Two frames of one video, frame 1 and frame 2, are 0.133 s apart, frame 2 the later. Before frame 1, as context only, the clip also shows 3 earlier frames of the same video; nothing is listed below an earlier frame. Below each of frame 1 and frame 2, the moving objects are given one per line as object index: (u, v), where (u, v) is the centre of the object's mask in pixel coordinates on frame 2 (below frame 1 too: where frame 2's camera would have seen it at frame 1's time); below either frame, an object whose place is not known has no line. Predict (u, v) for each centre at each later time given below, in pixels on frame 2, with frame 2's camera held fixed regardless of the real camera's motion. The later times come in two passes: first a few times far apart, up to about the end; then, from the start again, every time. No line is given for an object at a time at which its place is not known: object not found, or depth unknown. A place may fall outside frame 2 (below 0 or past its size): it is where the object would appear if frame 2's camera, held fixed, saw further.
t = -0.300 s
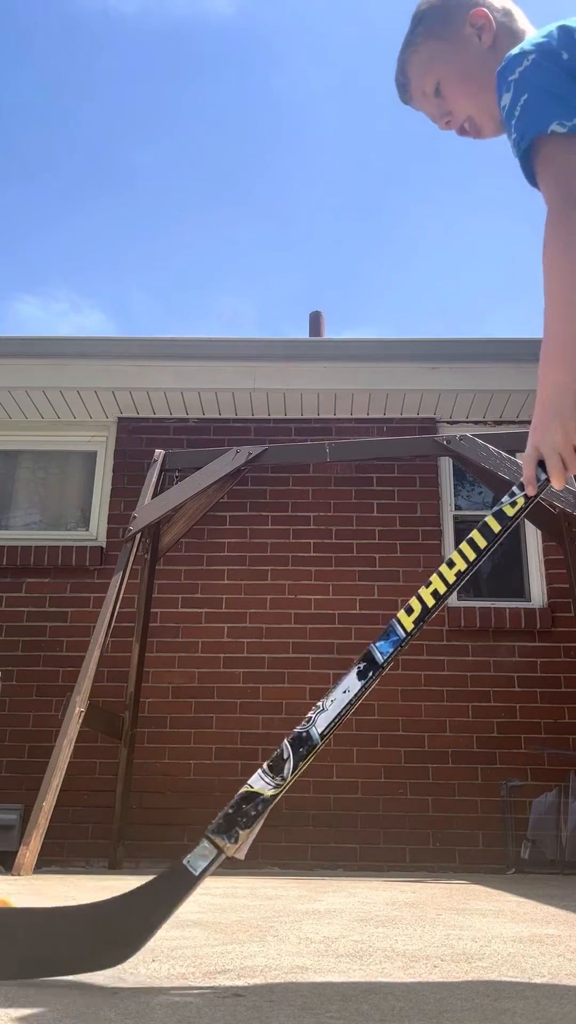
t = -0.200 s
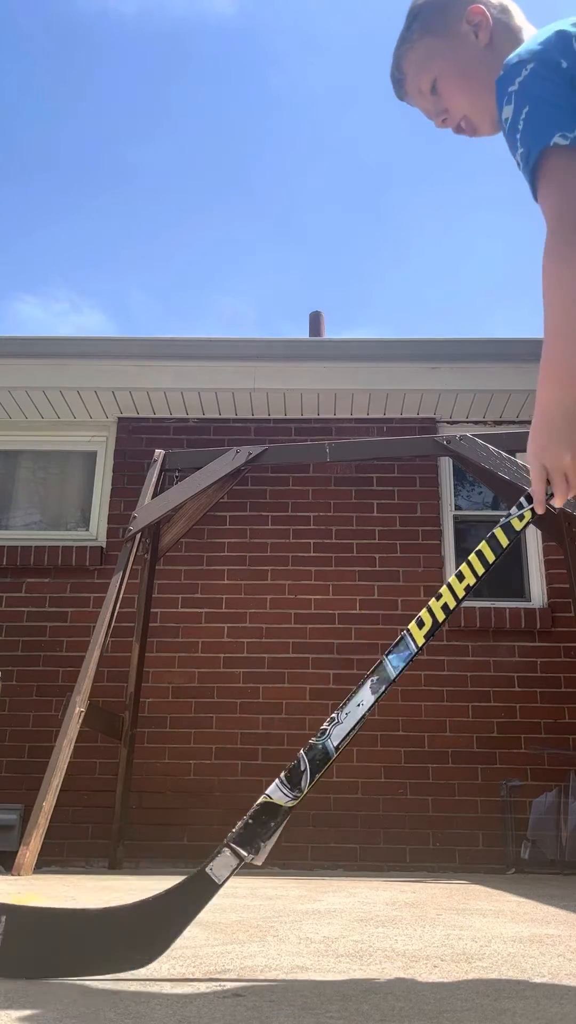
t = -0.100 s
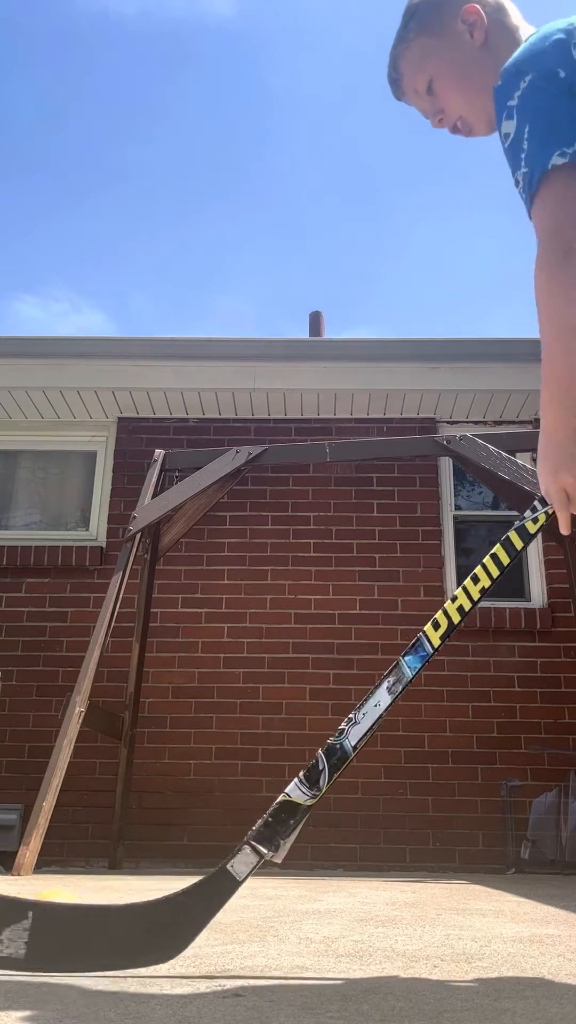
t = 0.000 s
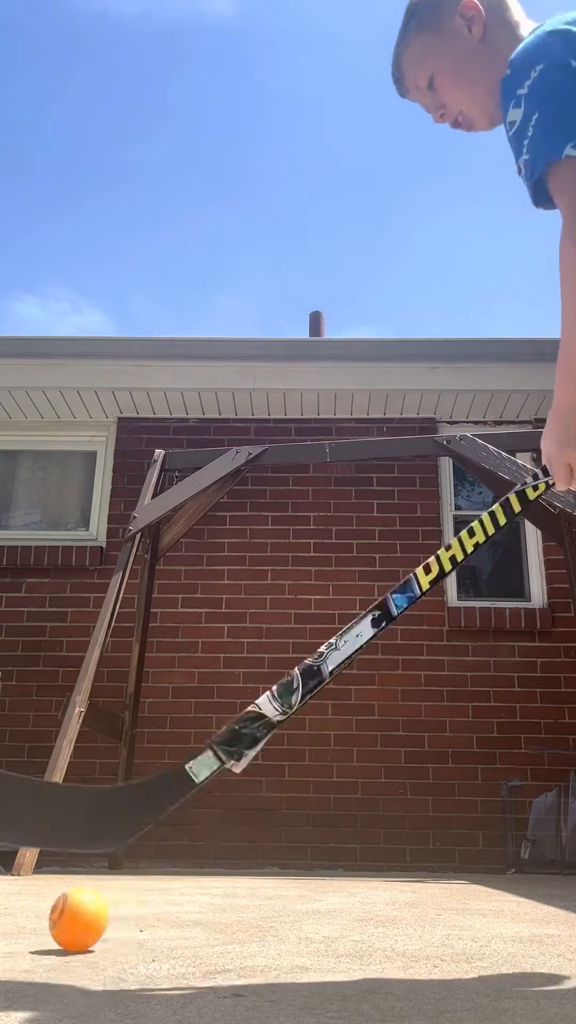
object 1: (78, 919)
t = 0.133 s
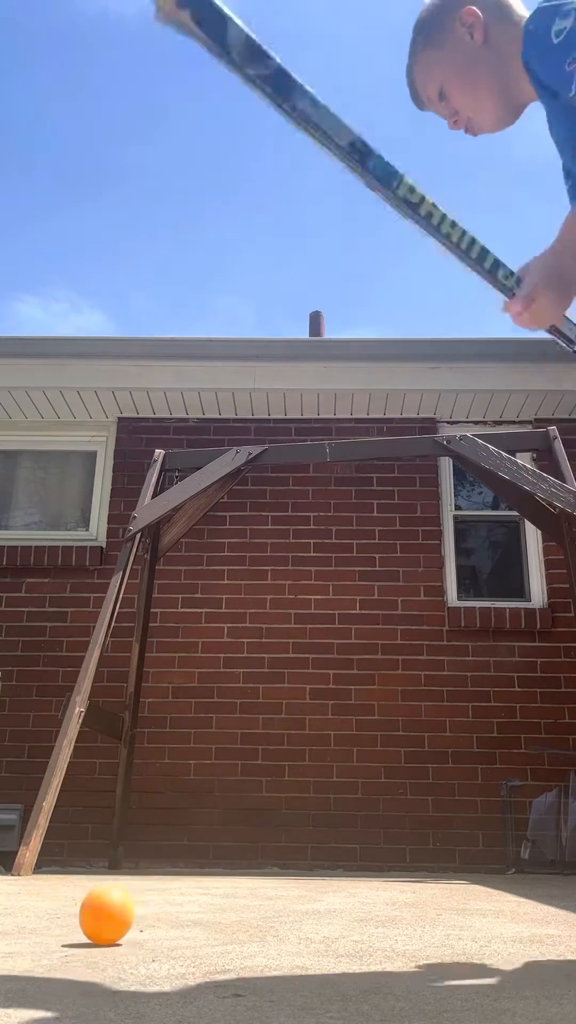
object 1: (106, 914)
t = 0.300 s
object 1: (135, 910)
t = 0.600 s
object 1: (175, 902)
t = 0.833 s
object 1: (196, 898)
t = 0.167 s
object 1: (112, 914)
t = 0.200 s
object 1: (118, 913)
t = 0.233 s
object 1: (124, 912)
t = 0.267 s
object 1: (129, 911)
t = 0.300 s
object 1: (135, 910)
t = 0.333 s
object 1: (141, 909)
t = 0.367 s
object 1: (146, 907)
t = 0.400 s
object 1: (151, 907)
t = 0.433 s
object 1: (155, 906)
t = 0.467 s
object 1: (160, 904)
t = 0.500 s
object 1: (164, 903)
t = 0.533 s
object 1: (168, 903)
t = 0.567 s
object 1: (171, 903)
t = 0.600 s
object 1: (175, 902)
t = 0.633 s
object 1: (179, 901)
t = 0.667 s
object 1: (182, 900)
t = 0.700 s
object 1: (185, 900)
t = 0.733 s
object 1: (189, 899)
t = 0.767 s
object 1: (191, 899)
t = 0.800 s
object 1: (194, 898)
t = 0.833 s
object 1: (196, 898)
